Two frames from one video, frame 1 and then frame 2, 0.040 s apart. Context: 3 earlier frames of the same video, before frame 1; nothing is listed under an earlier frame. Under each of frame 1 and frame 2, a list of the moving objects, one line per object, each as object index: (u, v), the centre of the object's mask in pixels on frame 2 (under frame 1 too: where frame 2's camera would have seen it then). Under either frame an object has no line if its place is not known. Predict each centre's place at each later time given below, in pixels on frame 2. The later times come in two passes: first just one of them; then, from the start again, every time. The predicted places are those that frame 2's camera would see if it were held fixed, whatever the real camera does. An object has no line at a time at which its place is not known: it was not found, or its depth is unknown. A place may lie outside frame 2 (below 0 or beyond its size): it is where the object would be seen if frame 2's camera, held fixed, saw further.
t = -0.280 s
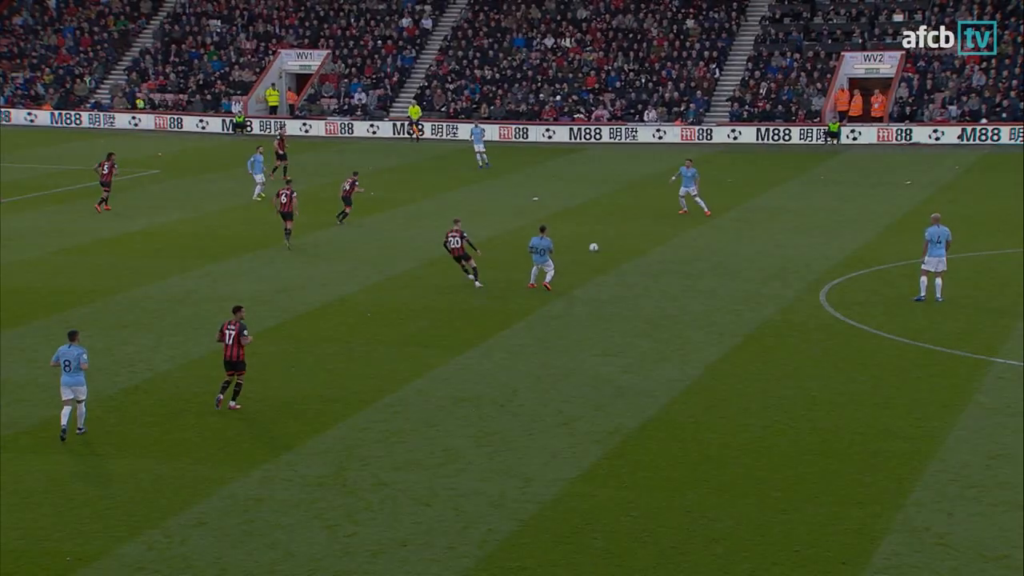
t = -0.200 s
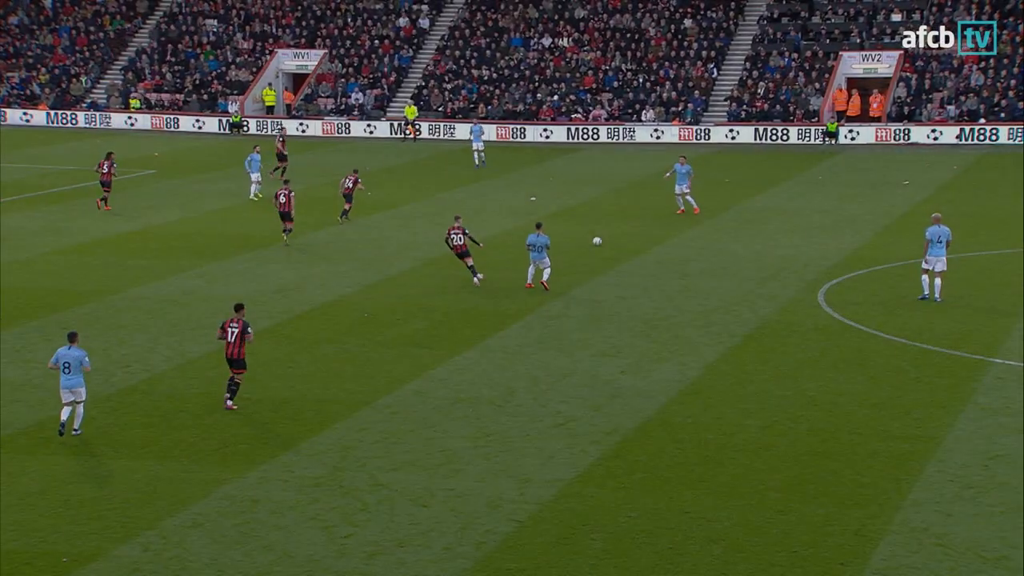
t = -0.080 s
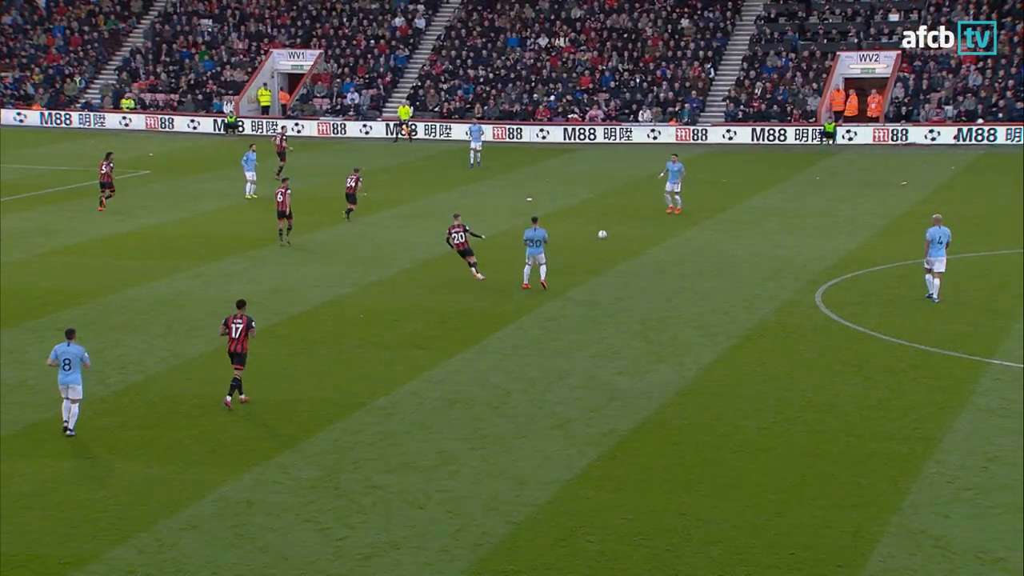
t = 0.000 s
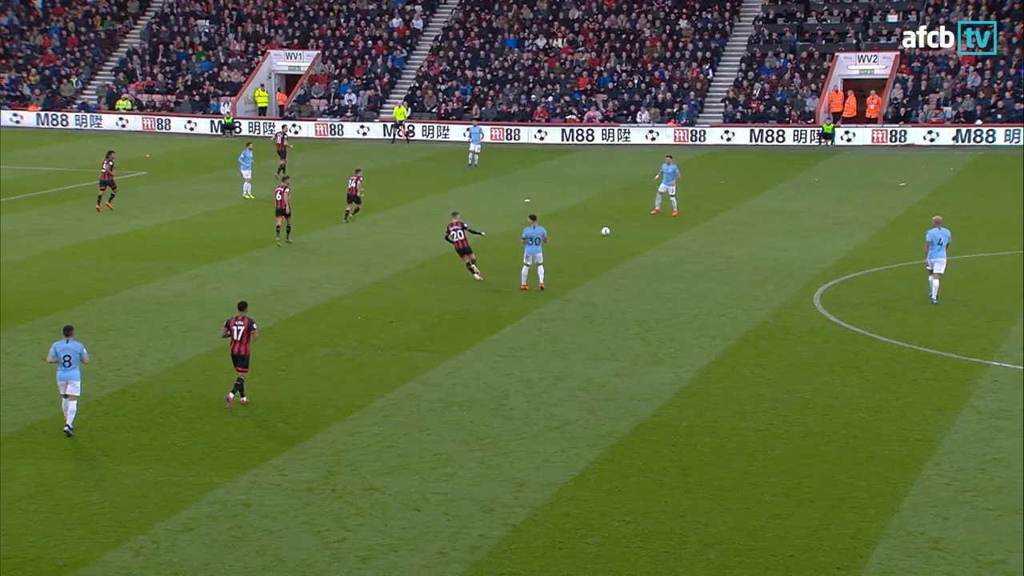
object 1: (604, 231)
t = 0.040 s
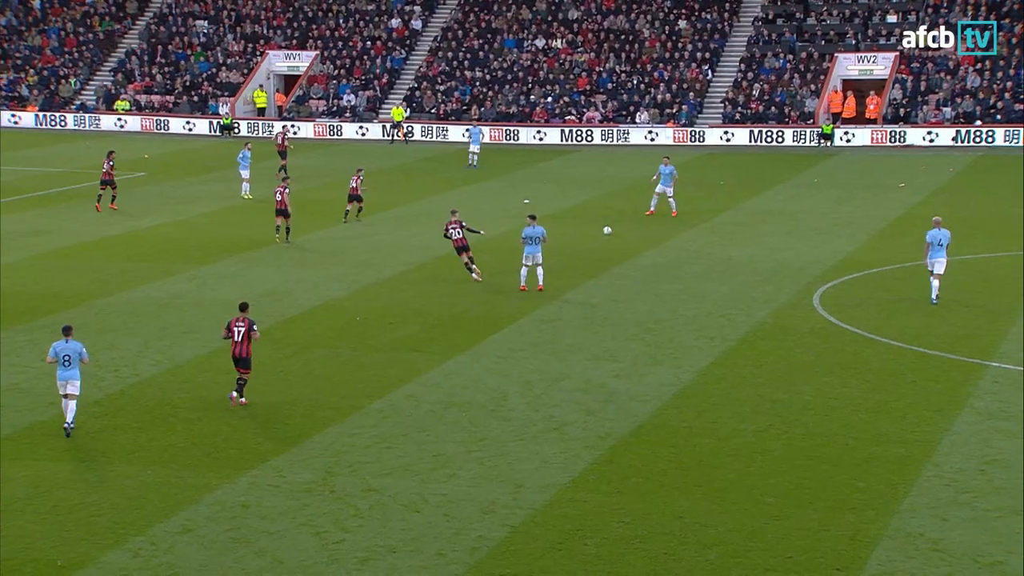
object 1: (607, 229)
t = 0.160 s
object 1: (614, 224)
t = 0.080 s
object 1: (609, 227)
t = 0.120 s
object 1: (612, 225)
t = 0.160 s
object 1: (614, 224)
